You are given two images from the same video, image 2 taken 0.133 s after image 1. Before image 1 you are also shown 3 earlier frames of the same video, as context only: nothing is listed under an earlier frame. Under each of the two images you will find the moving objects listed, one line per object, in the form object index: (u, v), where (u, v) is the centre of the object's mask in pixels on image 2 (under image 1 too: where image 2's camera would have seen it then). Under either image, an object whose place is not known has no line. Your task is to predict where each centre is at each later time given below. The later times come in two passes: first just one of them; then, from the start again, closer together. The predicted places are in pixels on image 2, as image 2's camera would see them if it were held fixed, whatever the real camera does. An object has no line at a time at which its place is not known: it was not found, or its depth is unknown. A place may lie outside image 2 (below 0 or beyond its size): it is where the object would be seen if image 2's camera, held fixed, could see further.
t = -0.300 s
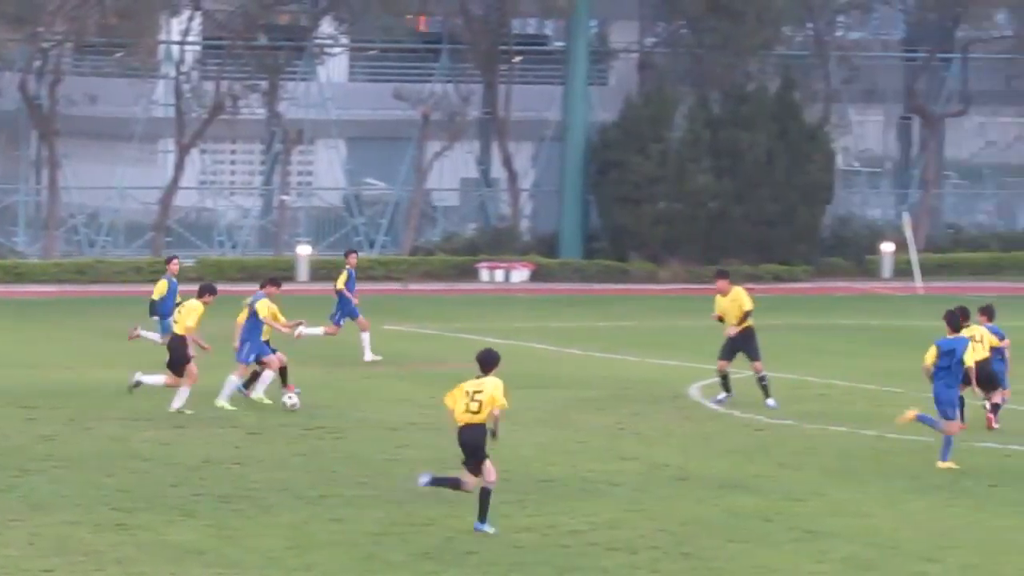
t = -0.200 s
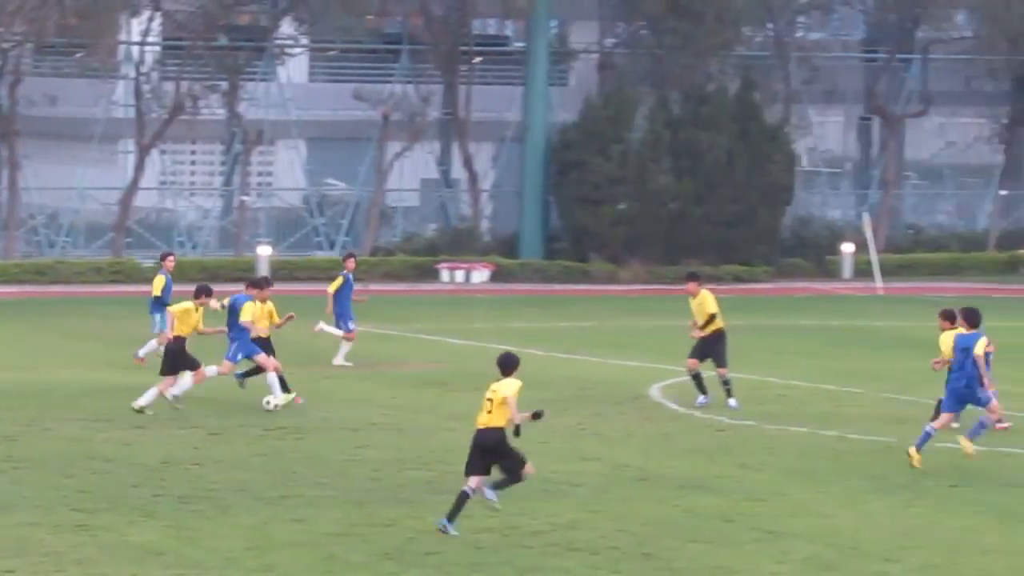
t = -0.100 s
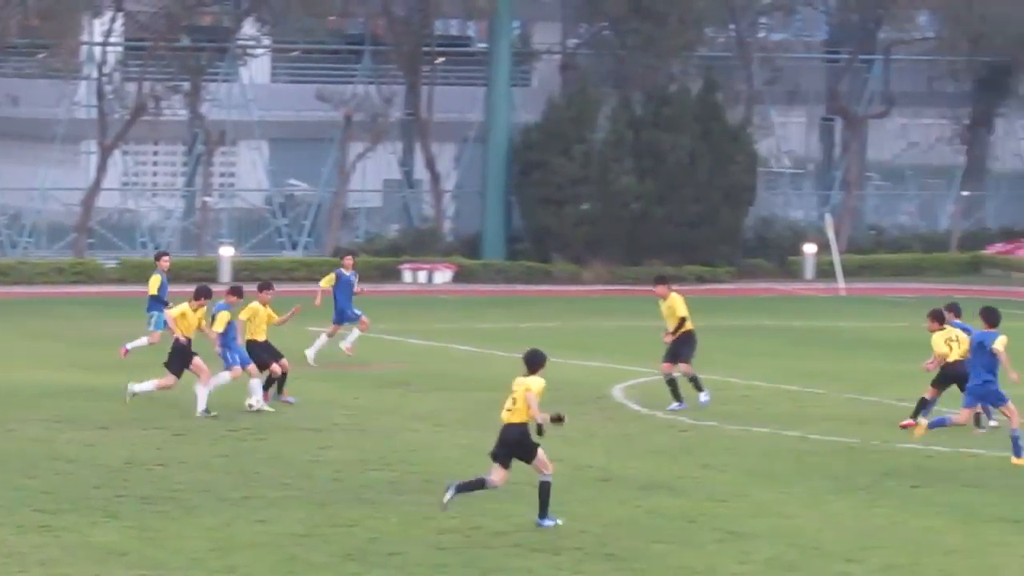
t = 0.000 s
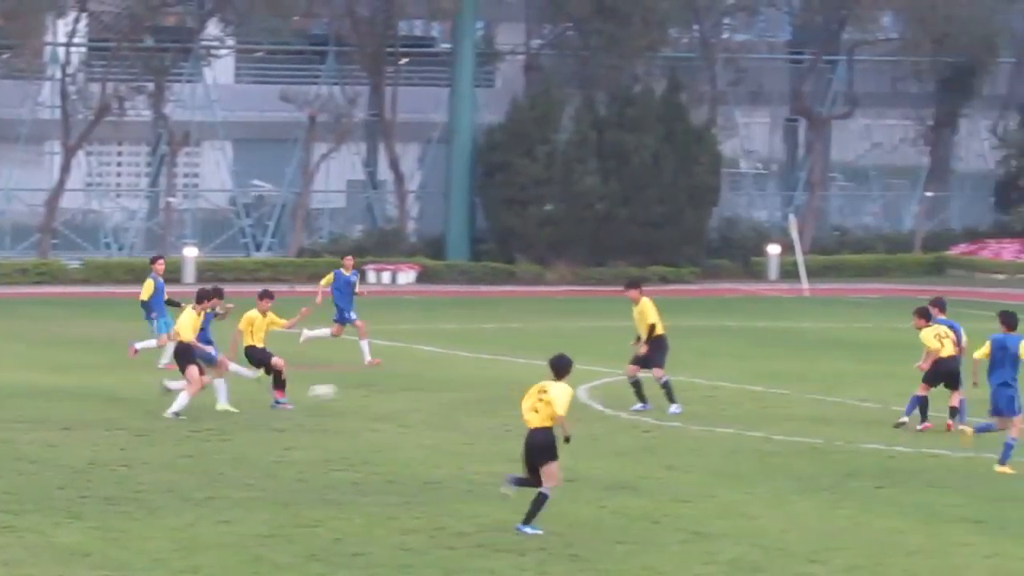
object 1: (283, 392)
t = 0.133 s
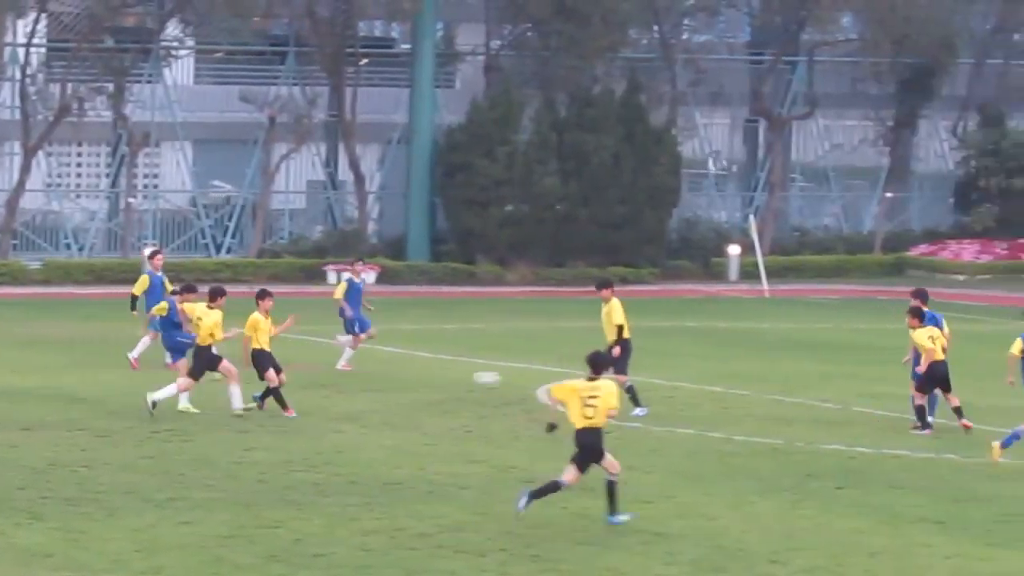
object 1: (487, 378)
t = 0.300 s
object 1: (719, 388)
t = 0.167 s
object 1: (535, 378)
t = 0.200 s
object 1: (578, 377)
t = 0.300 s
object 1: (719, 388)
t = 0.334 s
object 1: (759, 391)
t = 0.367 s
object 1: (797, 390)
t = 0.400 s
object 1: (831, 385)
